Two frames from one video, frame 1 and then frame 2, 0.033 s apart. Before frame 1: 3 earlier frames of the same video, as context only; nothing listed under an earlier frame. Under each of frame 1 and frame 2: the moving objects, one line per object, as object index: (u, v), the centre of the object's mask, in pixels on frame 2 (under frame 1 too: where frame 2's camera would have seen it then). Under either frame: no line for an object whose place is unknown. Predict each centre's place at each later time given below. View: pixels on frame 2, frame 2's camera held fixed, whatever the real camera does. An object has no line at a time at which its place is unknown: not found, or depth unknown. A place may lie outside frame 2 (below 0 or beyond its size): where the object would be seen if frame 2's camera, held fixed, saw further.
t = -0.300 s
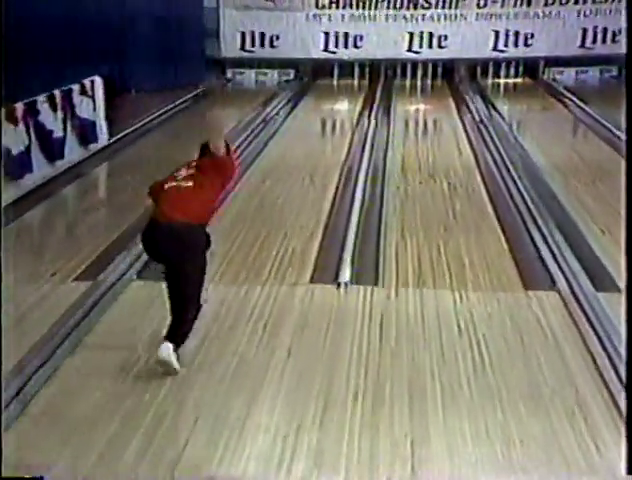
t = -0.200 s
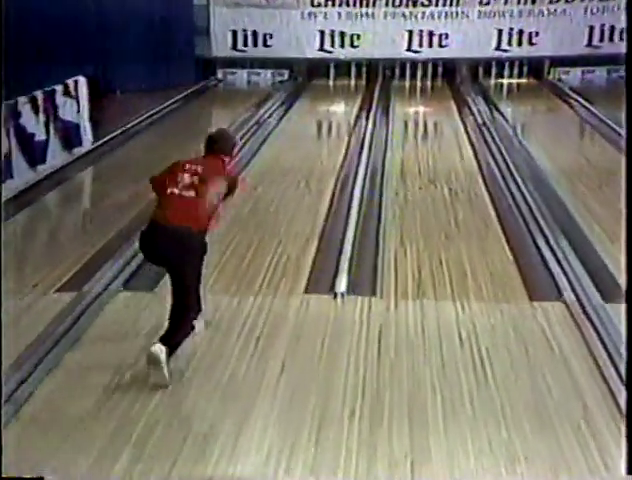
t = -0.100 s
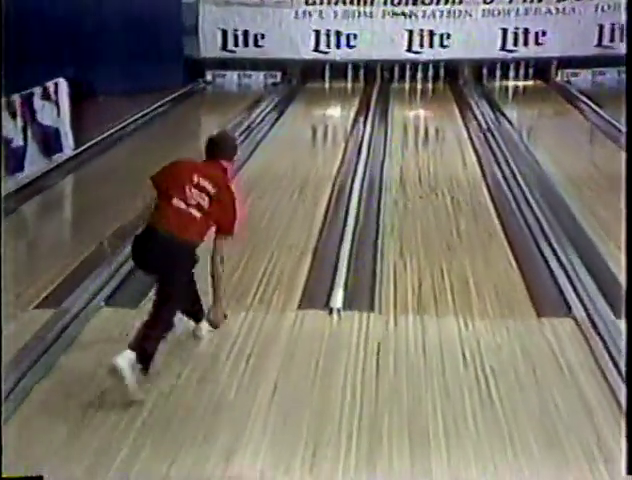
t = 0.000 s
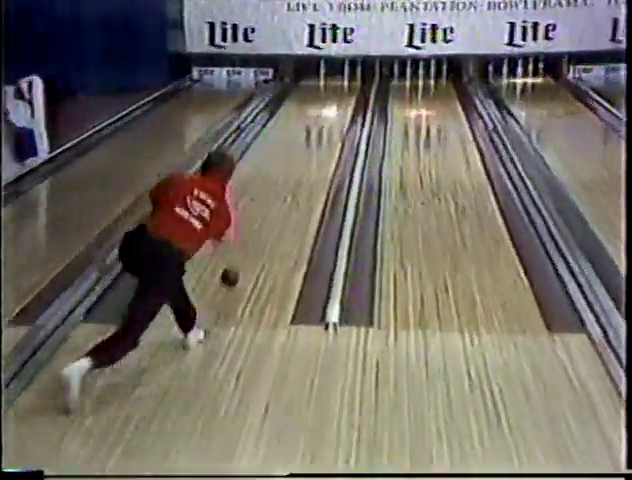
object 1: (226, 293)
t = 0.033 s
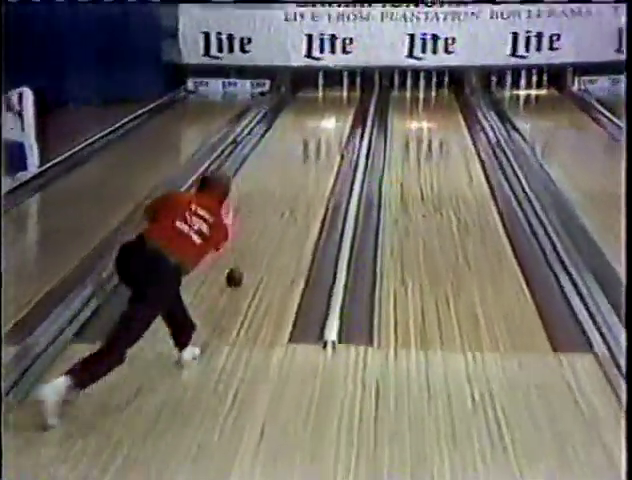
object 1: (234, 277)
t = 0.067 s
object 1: (241, 266)
